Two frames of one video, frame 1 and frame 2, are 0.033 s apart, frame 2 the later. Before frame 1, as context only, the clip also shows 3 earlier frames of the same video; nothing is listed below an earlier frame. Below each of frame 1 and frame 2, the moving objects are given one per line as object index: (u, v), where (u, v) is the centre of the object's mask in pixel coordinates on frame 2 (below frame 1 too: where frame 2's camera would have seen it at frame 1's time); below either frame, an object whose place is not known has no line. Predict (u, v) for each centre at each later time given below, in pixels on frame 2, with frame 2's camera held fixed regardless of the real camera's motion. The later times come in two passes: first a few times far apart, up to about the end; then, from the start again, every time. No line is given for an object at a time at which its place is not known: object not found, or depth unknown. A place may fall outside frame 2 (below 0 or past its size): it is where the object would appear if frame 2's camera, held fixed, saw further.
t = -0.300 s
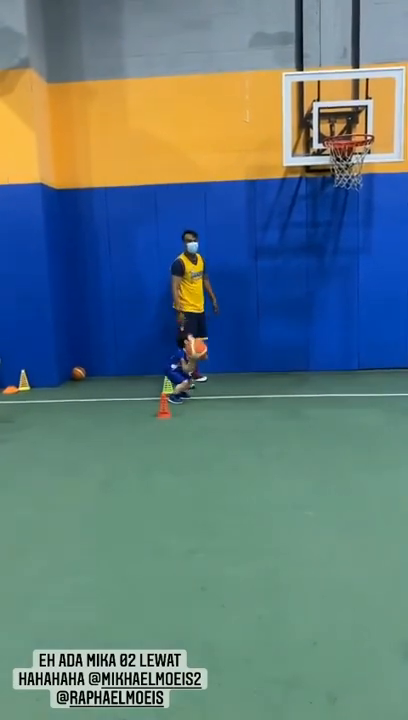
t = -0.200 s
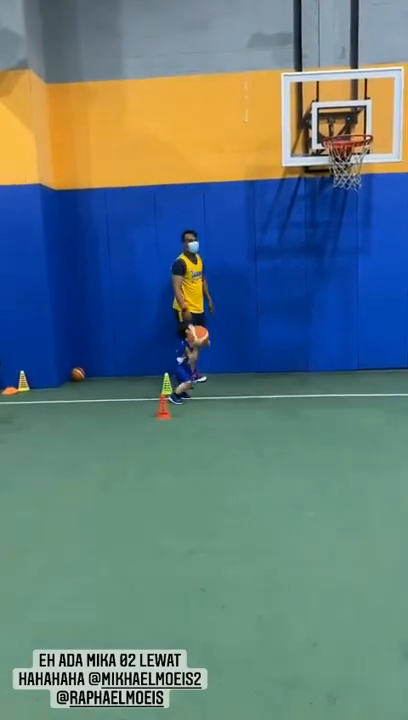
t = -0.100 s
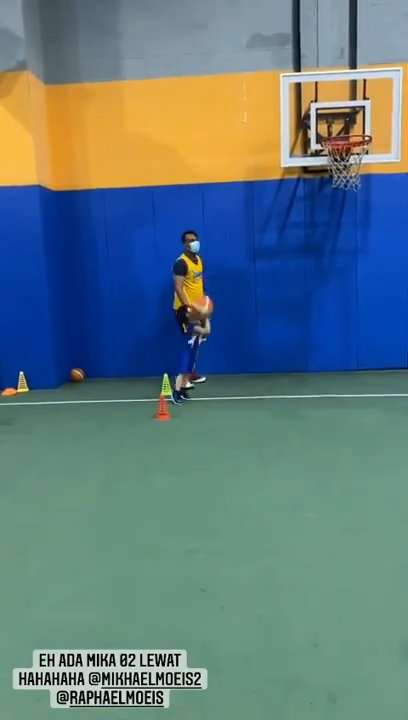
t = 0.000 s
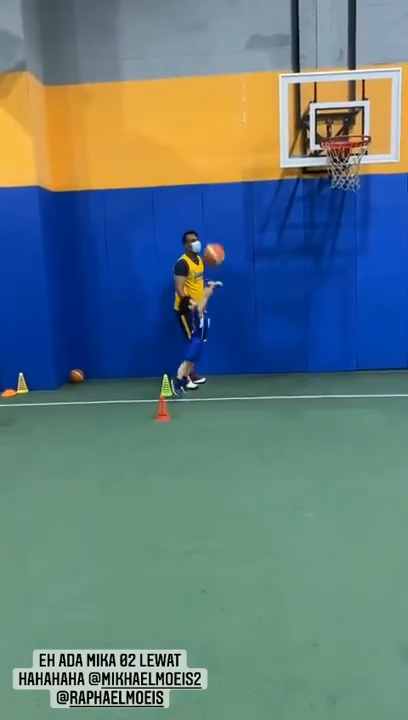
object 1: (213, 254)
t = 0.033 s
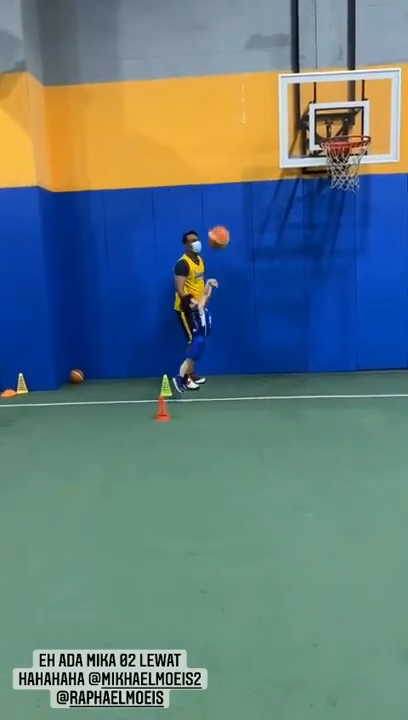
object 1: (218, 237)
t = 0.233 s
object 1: (248, 157)
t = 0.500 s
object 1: (291, 112)
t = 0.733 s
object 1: (324, 126)
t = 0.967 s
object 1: (335, 128)
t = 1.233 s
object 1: (351, 126)
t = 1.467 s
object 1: (367, 155)
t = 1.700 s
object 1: (383, 242)
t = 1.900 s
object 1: (395, 356)
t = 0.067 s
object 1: (223, 221)
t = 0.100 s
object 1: (228, 206)
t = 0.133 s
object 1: (233, 193)
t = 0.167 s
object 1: (238, 179)
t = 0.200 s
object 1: (243, 168)
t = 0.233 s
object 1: (248, 157)
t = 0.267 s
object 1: (253, 147)
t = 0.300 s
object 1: (258, 139)
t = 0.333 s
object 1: (264, 131)
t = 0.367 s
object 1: (268, 125)
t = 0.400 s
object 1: (274, 120)
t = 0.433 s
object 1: (279, 117)
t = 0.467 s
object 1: (284, 114)
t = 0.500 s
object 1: (291, 112)
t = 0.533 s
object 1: (297, 112)
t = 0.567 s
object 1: (302, 112)
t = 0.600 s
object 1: (308, 115)
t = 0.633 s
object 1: (312, 119)
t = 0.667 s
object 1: (317, 124)
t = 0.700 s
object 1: (322, 129)
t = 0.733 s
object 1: (324, 126)
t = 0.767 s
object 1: (325, 124)
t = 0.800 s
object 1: (326, 122)
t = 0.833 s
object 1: (329, 121)
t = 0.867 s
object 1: (331, 122)
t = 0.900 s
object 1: (332, 123)
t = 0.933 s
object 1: (333, 125)
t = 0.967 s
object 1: (335, 128)
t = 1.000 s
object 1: (338, 126)
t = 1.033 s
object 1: (338, 125)
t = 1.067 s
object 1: (341, 125)
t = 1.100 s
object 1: (343, 126)
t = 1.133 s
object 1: (345, 125)
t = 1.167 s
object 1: (347, 125)
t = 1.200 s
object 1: (349, 126)
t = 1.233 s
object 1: (351, 126)
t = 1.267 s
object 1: (353, 127)
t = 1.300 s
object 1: (355, 128)
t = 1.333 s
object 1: (358, 131)
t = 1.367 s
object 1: (361, 136)
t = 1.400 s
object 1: (362, 142)
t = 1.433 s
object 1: (365, 148)
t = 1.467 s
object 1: (367, 155)
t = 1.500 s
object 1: (369, 164)
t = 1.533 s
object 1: (373, 174)
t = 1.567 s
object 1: (375, 185)
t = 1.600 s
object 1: (377, 197)
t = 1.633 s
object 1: (379, 211)
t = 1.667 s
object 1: (381, 226)
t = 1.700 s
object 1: (383, 242)
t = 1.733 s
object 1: (385, 259)
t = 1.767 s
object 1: (387, 276)
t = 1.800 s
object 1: (389, 295)
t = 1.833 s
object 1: (391, 315)
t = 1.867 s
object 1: (393, 335)
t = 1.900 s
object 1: (395, 356)
